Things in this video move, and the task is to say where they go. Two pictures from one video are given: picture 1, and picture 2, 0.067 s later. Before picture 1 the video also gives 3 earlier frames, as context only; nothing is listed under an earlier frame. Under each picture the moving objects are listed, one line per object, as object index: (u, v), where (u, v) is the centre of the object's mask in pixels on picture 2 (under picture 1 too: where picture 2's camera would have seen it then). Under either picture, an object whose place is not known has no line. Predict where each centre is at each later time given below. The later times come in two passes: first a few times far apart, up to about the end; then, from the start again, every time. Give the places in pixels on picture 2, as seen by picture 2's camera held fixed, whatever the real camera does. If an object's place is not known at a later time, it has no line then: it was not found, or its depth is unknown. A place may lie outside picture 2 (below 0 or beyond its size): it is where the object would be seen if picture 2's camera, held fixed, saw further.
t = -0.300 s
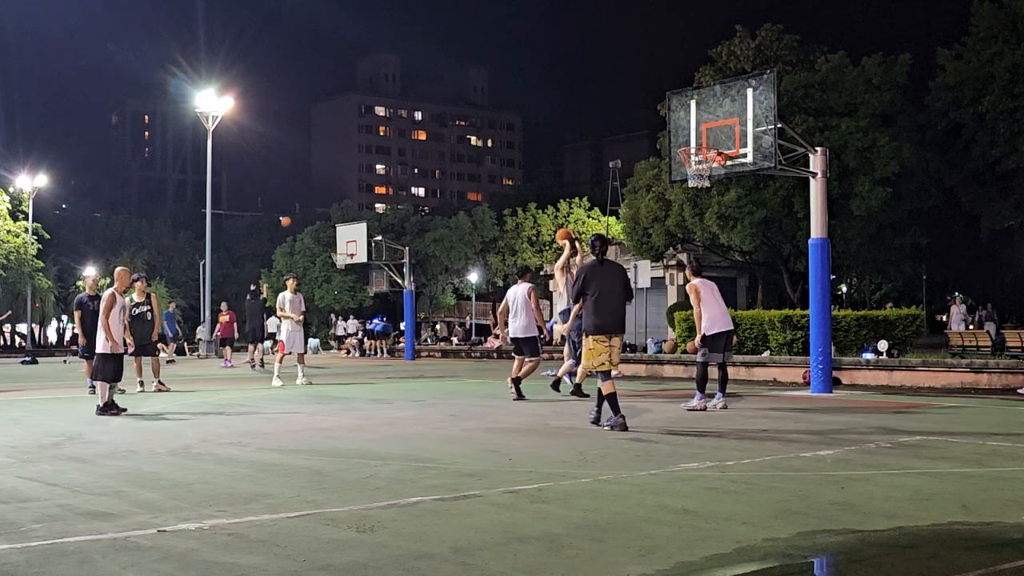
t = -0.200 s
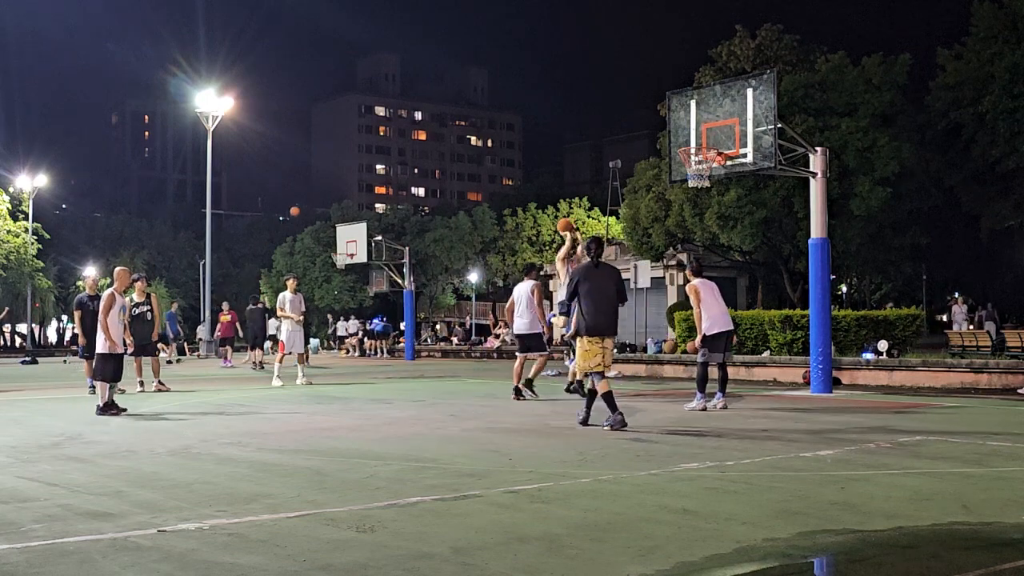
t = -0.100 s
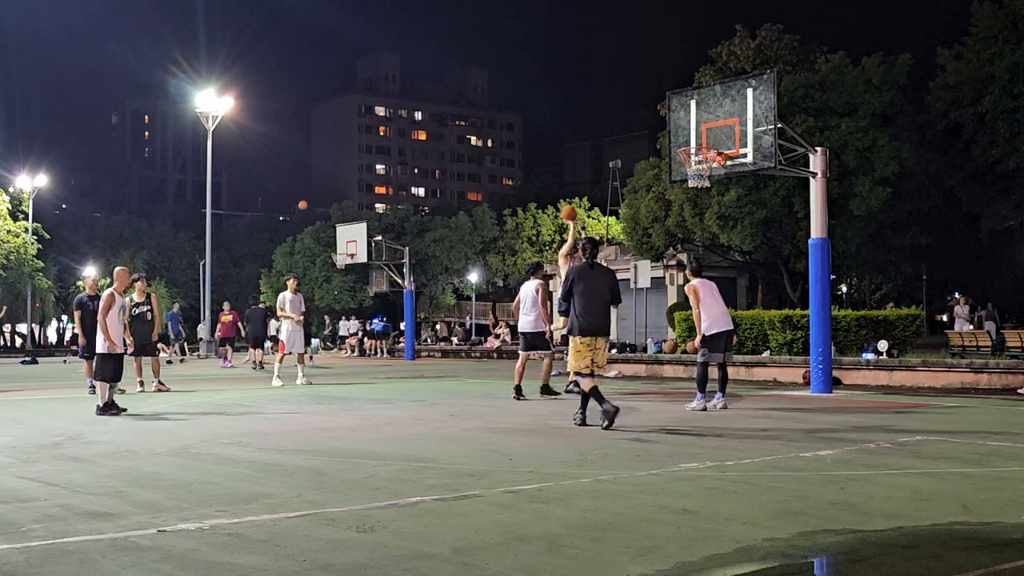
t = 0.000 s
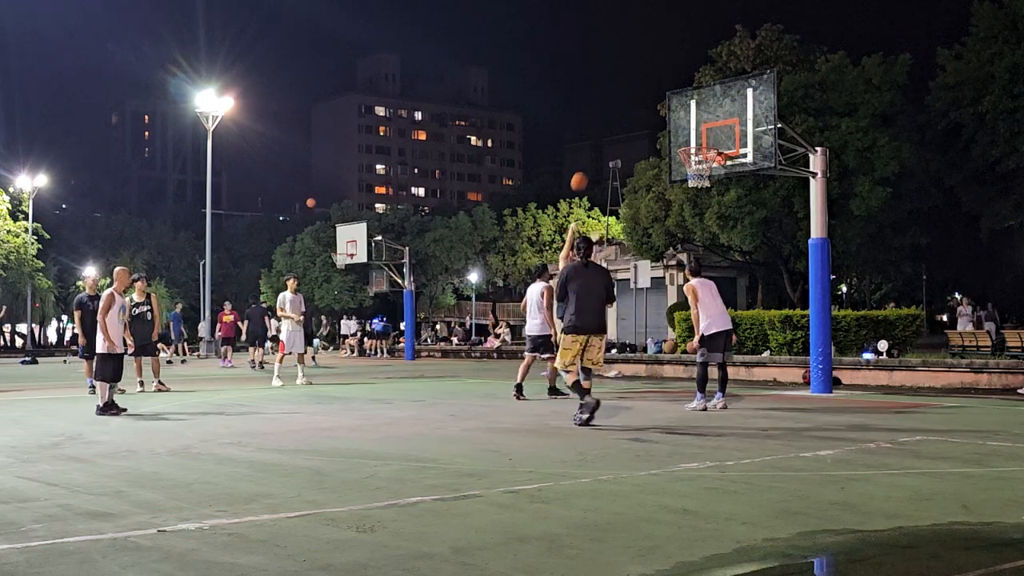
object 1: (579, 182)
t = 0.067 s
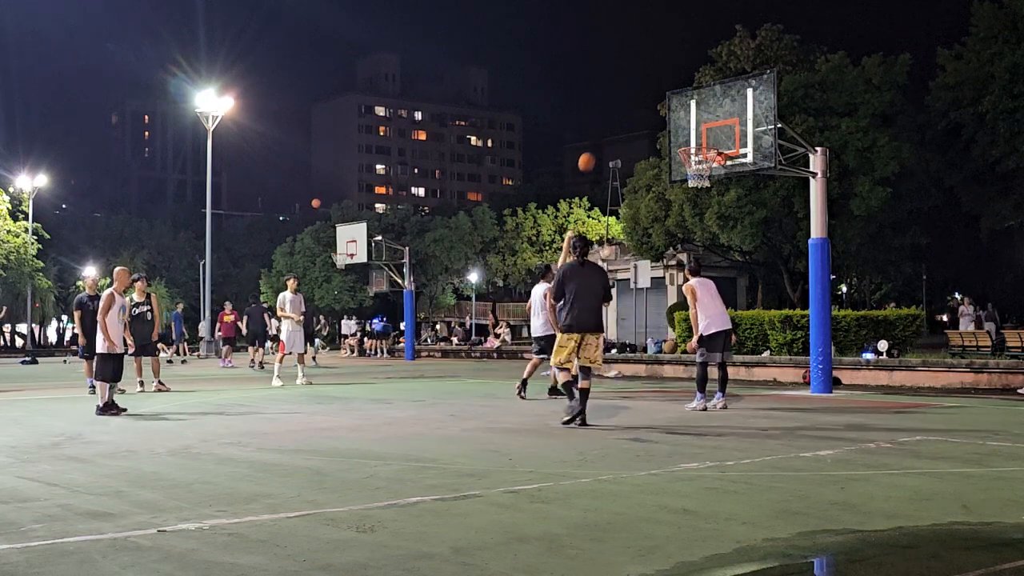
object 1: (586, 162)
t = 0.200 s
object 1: (602, 131)
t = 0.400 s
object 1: (627, 104)
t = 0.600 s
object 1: (654, 106)
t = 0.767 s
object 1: (677, 130)
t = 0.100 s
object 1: (590, 154)
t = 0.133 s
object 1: (594, 145)
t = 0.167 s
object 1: (598, 138)
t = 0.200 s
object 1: (602, 131)
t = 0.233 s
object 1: (606, 125)
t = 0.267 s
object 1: (610, 119)
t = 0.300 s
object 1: (615, 114)
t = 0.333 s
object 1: (618, 110)
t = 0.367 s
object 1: (623, 107)
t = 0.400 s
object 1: (627, 104)
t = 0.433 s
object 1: (631, 103)
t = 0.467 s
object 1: (636, 102)
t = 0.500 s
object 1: (640, 101)
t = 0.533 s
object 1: (644, 102)
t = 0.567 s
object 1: (649, 103)
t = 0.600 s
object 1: (654, 106)
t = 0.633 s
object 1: (658, 109)
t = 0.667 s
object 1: (663, 113)
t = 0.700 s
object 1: (667, 118)
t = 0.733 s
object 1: (672, 123)
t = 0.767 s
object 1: (677, 130)
